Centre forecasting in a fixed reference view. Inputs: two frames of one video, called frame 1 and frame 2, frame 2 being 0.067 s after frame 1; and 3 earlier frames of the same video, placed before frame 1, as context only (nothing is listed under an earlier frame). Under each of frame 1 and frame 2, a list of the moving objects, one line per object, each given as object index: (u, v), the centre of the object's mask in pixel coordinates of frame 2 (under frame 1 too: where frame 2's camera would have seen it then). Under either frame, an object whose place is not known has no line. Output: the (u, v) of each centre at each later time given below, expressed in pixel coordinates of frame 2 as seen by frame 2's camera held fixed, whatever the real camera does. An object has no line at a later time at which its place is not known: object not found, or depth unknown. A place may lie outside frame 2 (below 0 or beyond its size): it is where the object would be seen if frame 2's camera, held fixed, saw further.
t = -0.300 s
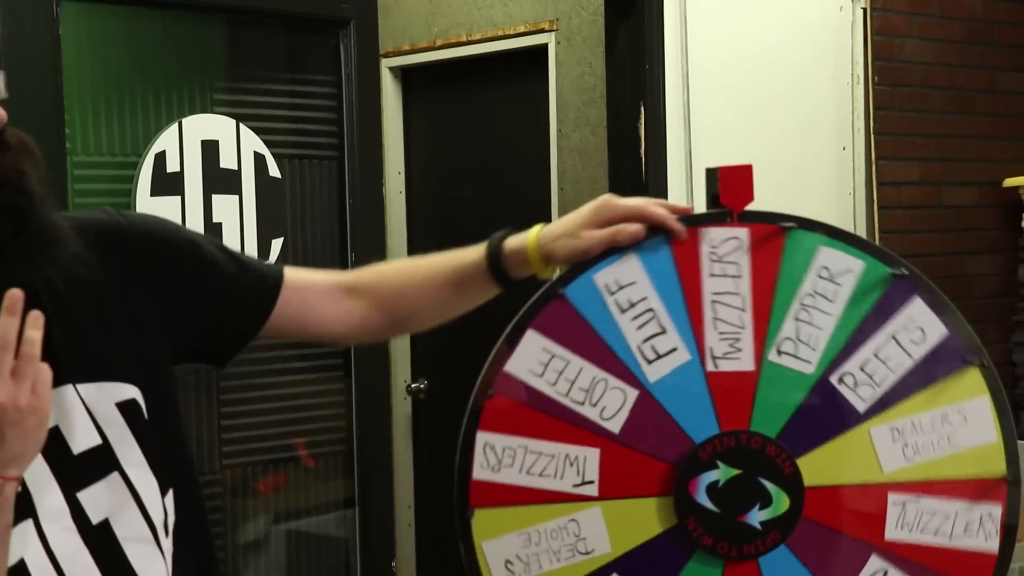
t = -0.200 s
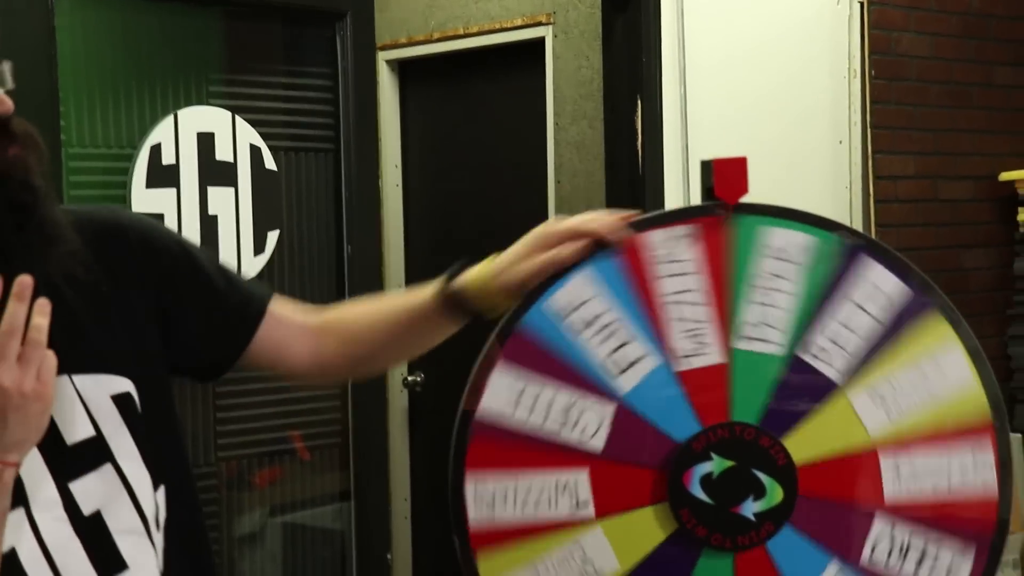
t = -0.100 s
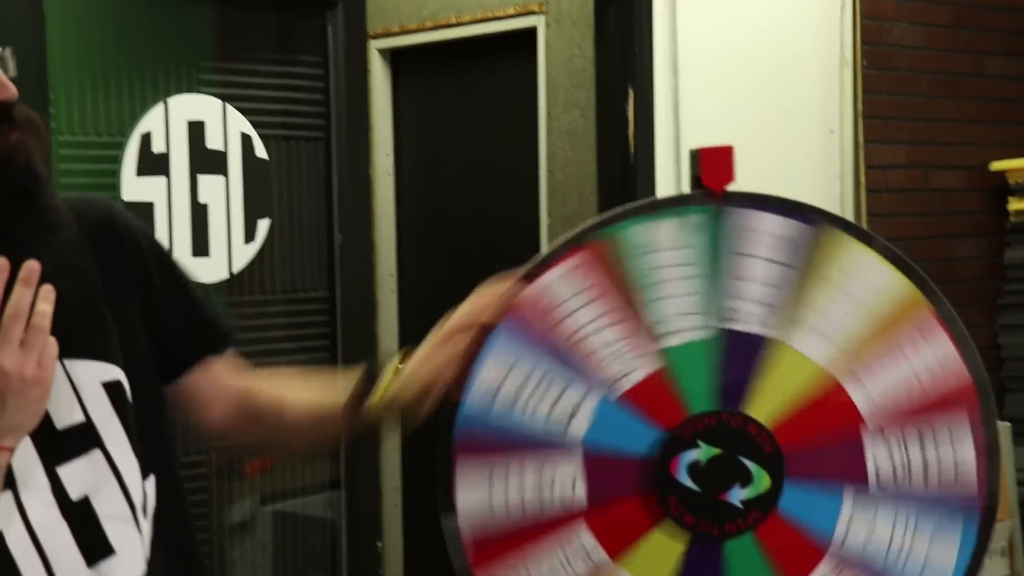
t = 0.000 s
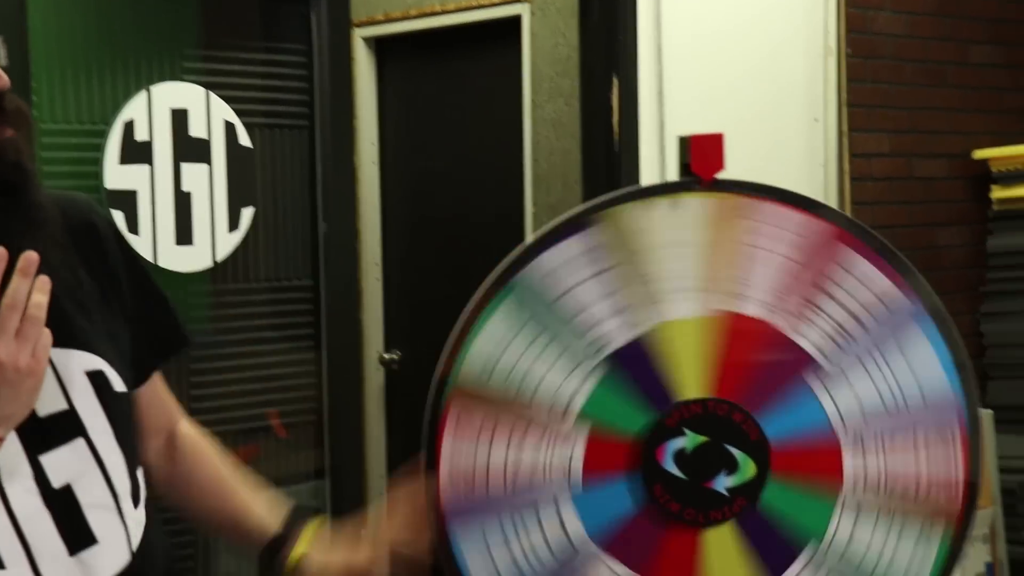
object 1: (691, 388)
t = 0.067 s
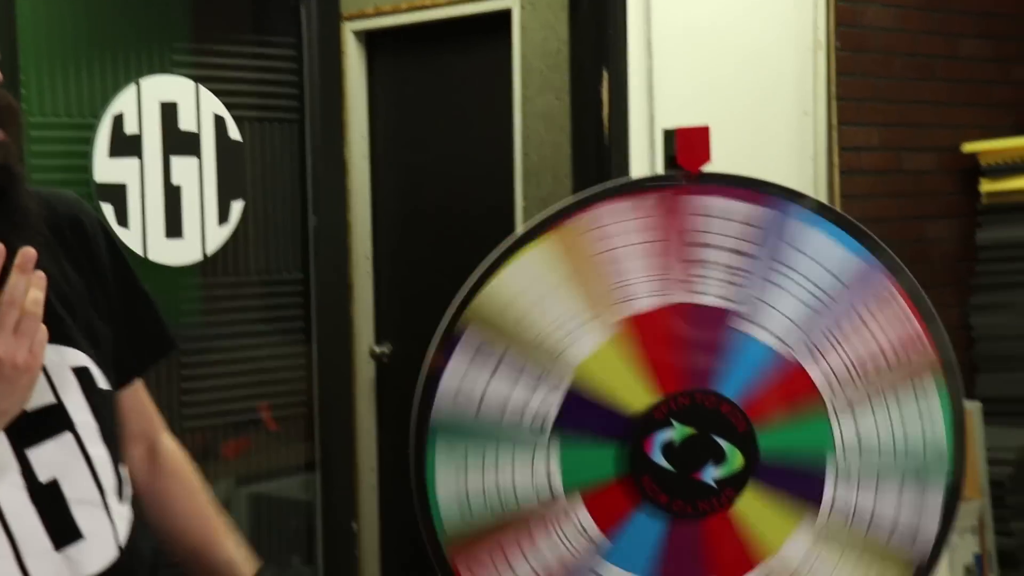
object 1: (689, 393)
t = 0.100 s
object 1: (689, 396)
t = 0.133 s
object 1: (690, 399)
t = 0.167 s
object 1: (690, 402)
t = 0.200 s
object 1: (691, 406)
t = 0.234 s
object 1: (690, 408)
